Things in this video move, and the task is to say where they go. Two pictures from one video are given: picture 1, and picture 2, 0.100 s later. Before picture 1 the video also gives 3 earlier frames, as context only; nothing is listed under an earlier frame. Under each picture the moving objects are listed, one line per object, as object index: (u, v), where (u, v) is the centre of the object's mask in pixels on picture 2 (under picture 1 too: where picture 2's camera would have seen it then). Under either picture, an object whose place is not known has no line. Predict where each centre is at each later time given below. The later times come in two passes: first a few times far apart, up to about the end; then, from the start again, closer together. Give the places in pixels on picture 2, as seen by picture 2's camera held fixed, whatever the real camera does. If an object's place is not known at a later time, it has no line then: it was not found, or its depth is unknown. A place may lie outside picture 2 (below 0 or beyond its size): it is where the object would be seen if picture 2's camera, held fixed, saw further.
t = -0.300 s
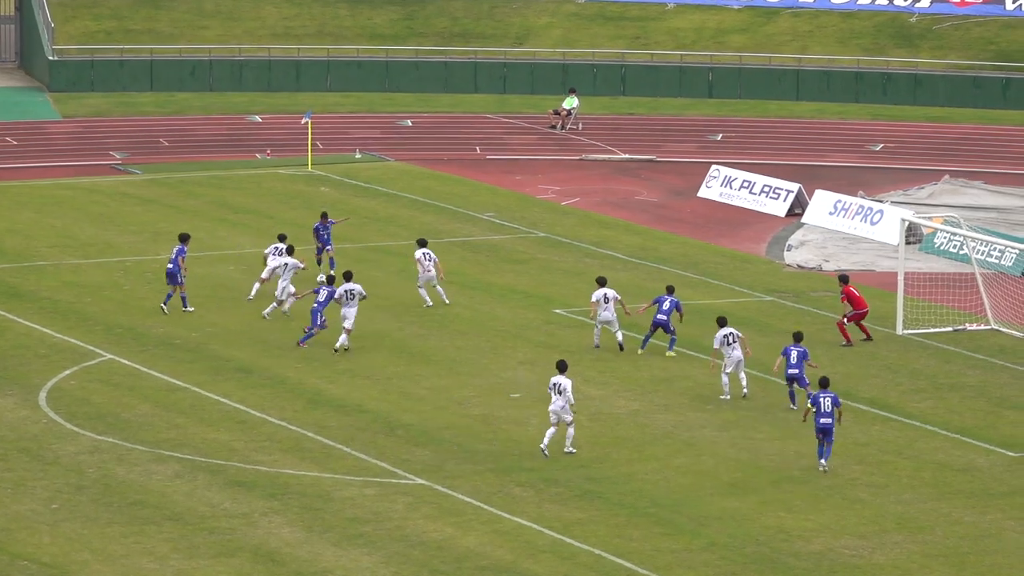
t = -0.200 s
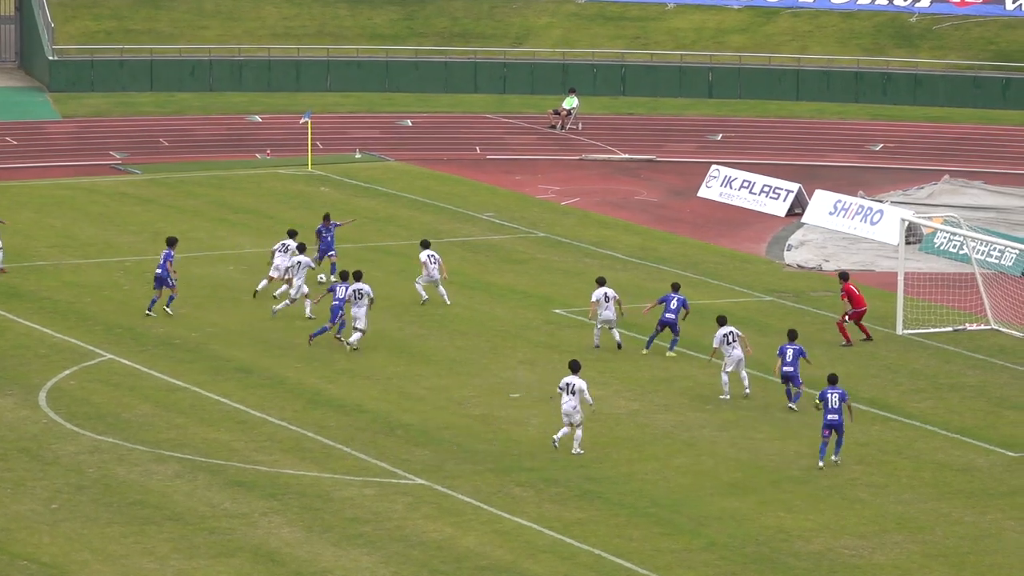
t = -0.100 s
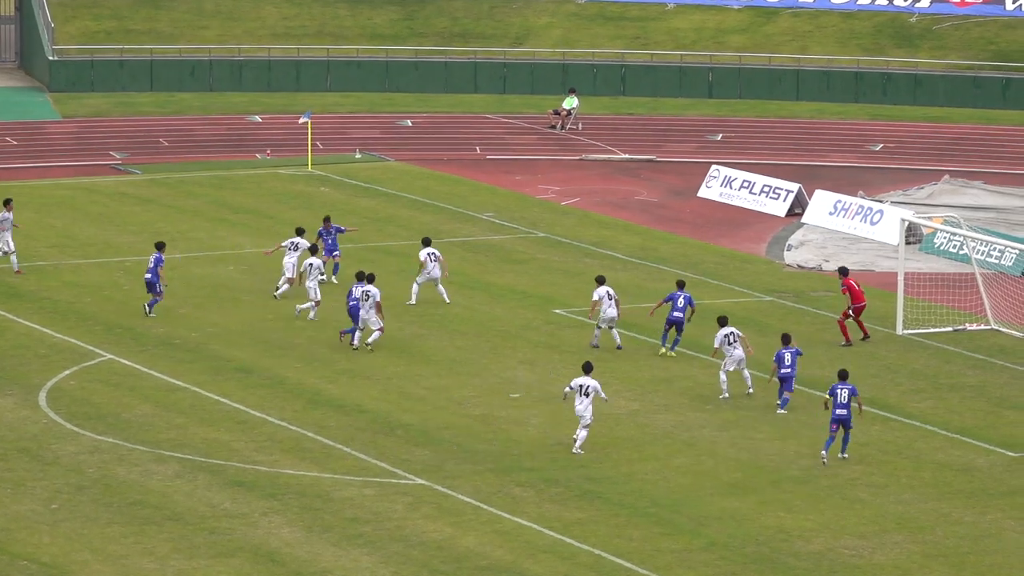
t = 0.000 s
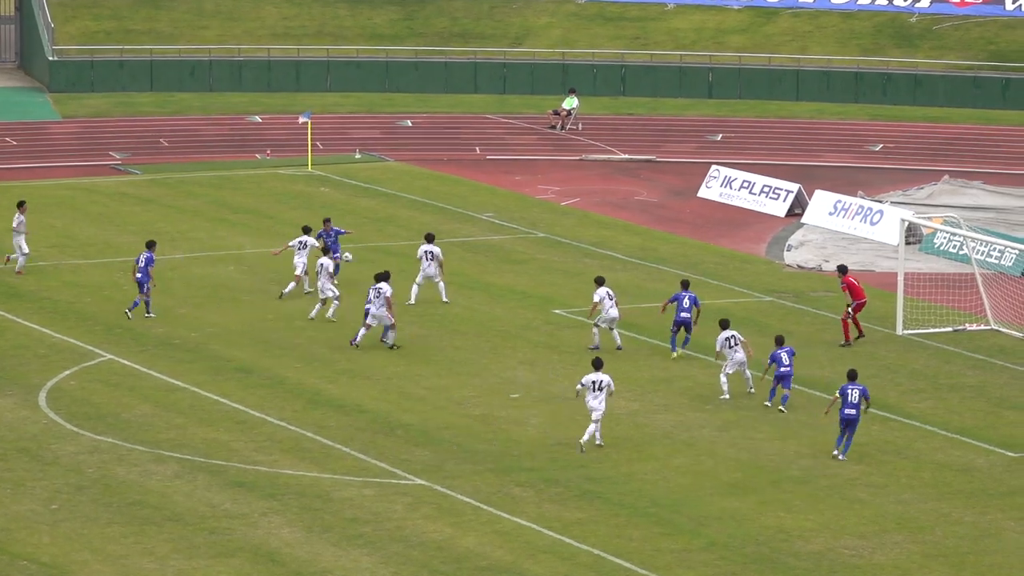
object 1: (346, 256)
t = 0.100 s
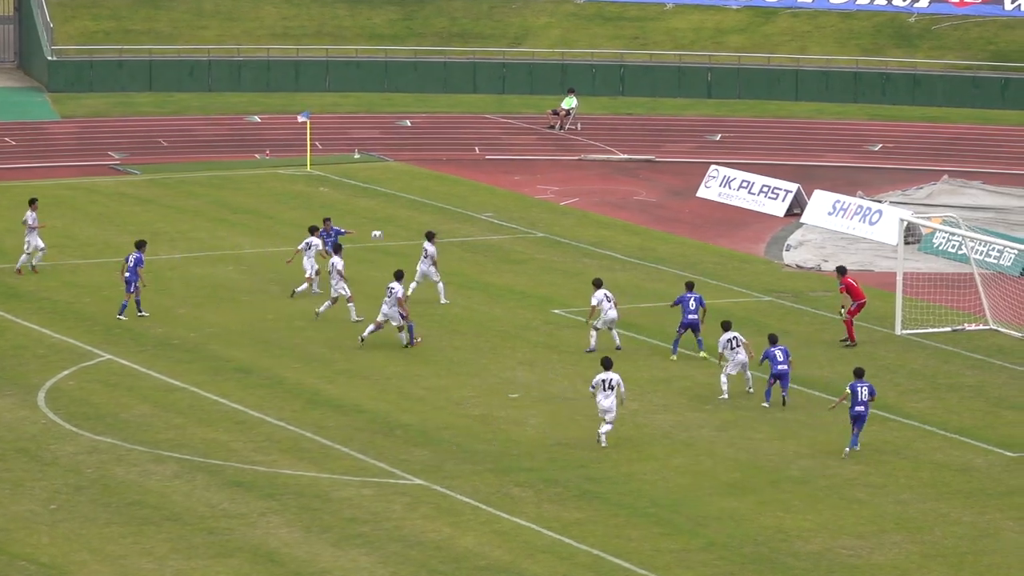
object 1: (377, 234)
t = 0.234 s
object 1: (416, 211)
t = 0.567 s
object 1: (526, 184)
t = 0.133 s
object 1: (386, 228)
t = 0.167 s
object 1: (397, 222)
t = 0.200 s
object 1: (406, 216)
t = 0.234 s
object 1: (416, 211)
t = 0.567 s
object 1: (526, 184)
